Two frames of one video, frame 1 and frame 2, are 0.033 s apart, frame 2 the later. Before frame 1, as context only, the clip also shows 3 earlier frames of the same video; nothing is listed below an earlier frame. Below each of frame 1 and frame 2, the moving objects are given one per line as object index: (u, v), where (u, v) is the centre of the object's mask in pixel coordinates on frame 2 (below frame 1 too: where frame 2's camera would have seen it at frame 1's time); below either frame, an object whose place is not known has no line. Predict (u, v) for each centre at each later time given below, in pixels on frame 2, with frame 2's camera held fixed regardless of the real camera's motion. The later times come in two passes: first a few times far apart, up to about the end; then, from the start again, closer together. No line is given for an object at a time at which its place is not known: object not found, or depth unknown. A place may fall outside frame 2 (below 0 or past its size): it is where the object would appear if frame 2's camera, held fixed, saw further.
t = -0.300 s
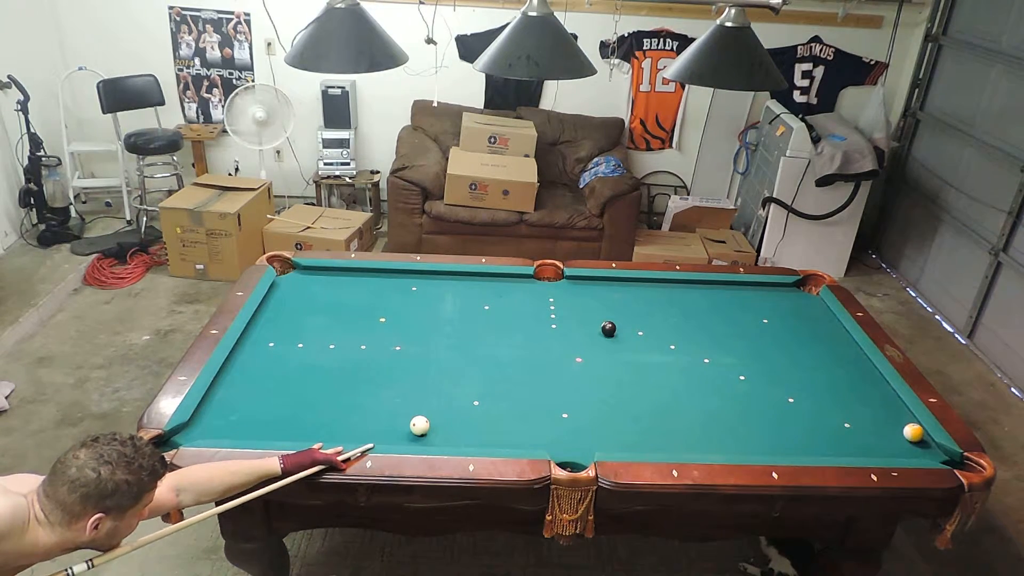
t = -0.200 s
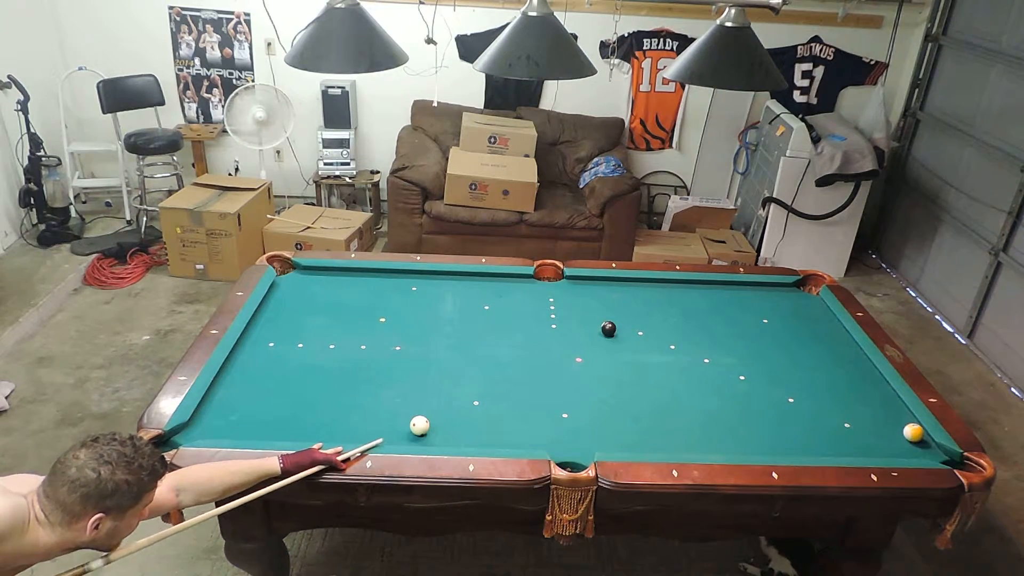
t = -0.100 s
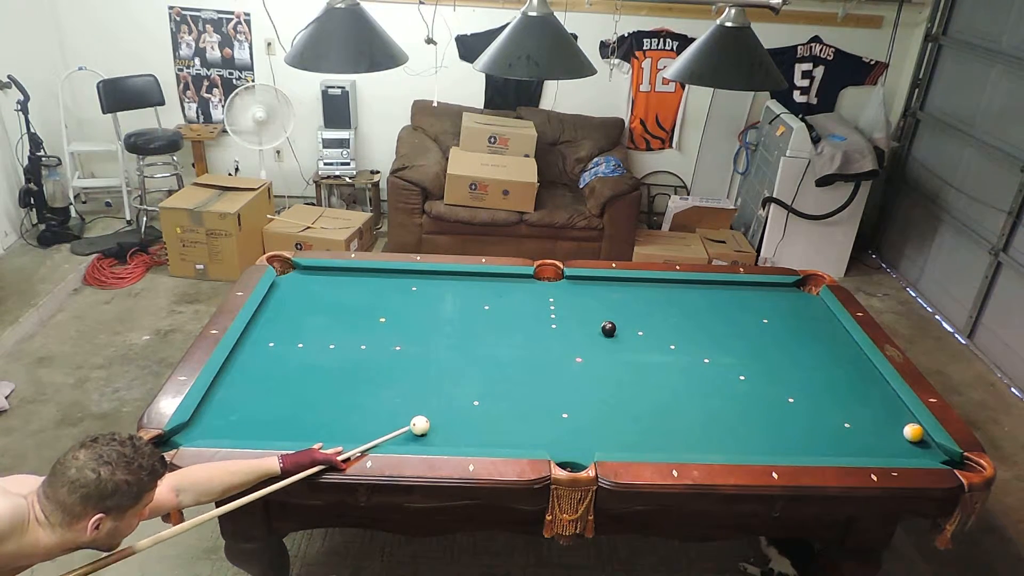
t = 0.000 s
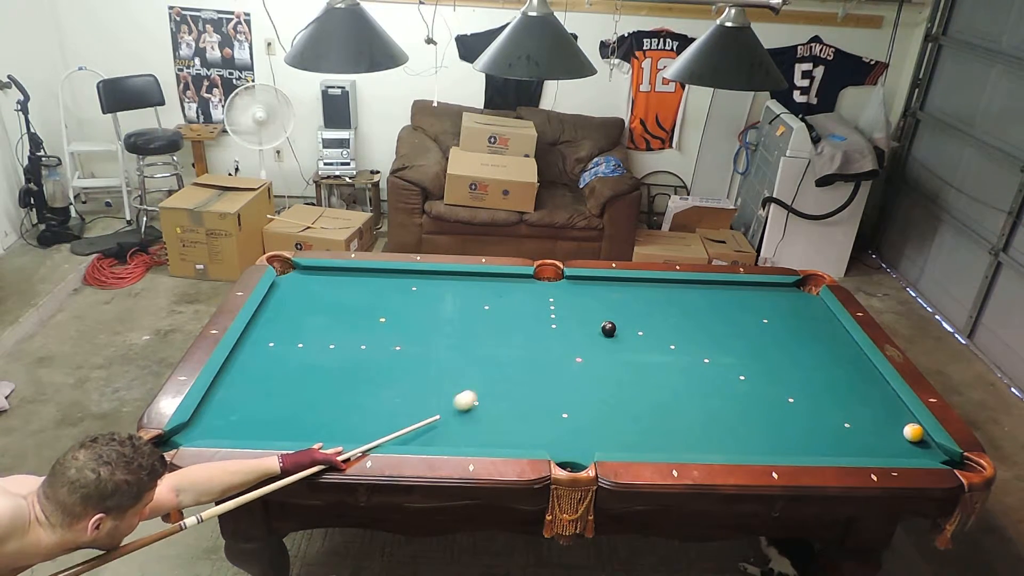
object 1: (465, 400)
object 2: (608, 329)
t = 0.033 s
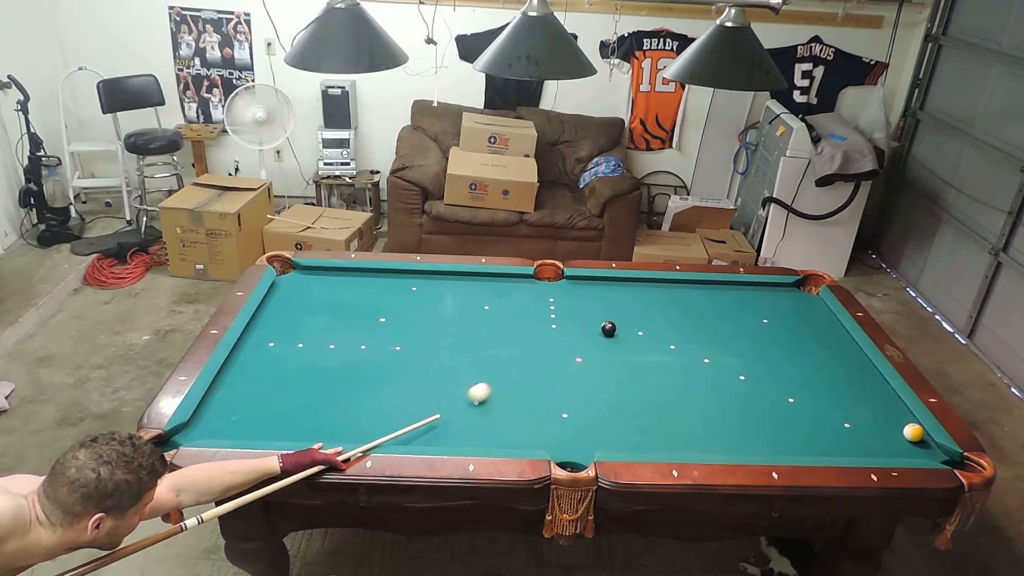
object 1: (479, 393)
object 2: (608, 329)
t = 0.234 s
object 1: (552, 354)
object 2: (608, 329)
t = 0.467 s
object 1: (589, 321)
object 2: (636, 324)
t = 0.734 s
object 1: (588, 295)
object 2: (691, 316)
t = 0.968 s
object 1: (589, 283)
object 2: (734, 308)
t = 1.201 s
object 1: (593, 296)
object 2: (774, 301)
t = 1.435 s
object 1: (597, 309)
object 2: (810, 295)
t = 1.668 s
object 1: (600, 321)
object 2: (796, 288)
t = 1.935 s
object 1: (603, 336)
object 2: (798, 297)
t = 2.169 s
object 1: (606, 348)
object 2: (799, 304)
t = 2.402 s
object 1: (609, 360)
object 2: (800, 310)
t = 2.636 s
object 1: (612, 371)
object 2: (801, 316)
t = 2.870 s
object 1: (615, 382)
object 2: (802, 321)
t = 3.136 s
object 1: (619, 394)
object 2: (803, 326)
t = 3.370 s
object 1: (622, 403)
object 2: (803, 329)
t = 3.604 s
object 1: (625, 412)
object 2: (803, 332)
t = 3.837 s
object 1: (627, 419)
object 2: (803, 334)
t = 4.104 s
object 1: (630, 426)
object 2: (803, 336)
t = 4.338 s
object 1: (631, 431)
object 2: (803, 336)
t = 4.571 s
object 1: (632, 435)
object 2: (804, 336)
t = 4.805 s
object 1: (634, 437)
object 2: (804, 336)
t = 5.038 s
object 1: (635, 438)
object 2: (804, 336)
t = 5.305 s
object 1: (635, 438)
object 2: (804, 336)
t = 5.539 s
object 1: (635, 438)
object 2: (804, 336)
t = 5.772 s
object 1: (635, 438)
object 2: (804, 336)
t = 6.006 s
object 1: (635, 438)
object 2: (804, 336)
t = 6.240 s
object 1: (635, 438)
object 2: (804, 336)
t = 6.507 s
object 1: (635, 438)
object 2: (804, 336)
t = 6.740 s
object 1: (635, 438)
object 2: (804, 336)
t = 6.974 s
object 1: (635, 438)
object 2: (804, 336)
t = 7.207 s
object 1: (635, 438)
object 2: (804, 336)
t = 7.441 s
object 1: (635, 438)
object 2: (803, 336)
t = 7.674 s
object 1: (635, 438)
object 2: (804, 336)
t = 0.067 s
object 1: (492, 386)
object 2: (608, 329)
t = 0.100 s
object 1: (505, 379)
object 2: (608, 329)
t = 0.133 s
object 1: (517, 373)
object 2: (608, 329)
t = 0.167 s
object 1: (529, 366)
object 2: (608, 329)
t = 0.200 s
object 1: (540, 360)
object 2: (608, 329)
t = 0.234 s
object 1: (552, 354)
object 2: (608, 329)
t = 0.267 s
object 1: (562, 348)
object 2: (608, 329)
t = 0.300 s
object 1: (573, 342)
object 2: (608, 329)
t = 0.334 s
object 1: (583, 337)
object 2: (608, 329)
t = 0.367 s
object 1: (592, 331)
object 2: (609, 329)
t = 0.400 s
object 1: (592, 328)
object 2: (617, 328)
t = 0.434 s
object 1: (590, 325)
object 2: (627, 326)
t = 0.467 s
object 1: (589, 321)
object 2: (636, 324)
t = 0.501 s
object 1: (588, 318)
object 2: (644, 324)
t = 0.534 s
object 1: (587, 314)
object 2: (651, 323)
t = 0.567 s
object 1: (588, 311)
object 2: (658, 321)
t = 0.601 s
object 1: (588, 308)
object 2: (665, 320)
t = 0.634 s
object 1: (588, 304)
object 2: (671, 319)
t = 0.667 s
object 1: (588, 301)
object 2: (678, 318)
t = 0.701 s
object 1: (588, 298)
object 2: (684, 317)
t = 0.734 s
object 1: (588, 295)
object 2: (691, 316)
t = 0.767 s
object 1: (588, 292)
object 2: (697, 315)
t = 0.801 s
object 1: (588, 289)
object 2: (704, 313)
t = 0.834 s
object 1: (588, 286)
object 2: (710, 312)
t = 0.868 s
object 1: (588, 283)
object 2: (716, 311)
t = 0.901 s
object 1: (589, 280)
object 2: (722, 310)
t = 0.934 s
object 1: (589, 281)
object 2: (728, 309)
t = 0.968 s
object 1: (589, 283)
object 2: (734, 308)
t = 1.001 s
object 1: (590, 285)
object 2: (740, 307)
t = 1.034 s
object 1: (591, 286)
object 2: (746, 306)
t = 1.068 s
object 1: (591, 288)
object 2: (751, 305)
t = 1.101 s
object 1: (592, 290)
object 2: (757, 304)
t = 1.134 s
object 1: (592, 292)
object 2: (763, 303)
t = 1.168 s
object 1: (593, 294)
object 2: (768, 302)
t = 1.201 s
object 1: (593, 296)
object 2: (774, 301)
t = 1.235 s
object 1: (594, 298)
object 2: (779, 300)
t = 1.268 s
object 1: (594, 300)
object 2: (784, 299)
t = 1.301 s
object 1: (595, 301)
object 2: (789, 298)
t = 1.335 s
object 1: (595, 303)
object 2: (795, 297)
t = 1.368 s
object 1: (596, 305)
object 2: (800, 297)
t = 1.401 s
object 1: (596, 307)
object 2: (805, 296)
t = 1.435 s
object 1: (597, 309)
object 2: (810, 295)
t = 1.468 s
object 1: (597, 310)
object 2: (812, 293)
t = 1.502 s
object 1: (598, 312)
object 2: (808, 292)
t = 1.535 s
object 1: (598, 314)
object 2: (804, 290)
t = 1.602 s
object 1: (599, 318)
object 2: (797, 287)
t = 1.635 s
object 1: (599, 319)
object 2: (796, 288)
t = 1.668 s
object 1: (600, 321)
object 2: (796, 288)
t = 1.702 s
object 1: (600, 323)
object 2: (797, 288)
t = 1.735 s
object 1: (601, 325)
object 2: (797, 290)
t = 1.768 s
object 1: (601, 327)
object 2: (797, 291)
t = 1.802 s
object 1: (601, 328)
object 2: (797, 293)
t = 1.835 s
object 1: (602, 330)
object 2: (798, 294)
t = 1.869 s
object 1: (602, 332)
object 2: (798, 295)
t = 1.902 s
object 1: (603, 334)
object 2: (798, 295)
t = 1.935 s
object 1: (603, 336)
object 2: (798, 297)
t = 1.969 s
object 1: (603, 337)
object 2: (798, 298)
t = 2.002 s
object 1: (604, 339)
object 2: (798, 299)
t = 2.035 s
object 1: (604, 341)
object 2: (799, 300)
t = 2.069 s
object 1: (605, 343)
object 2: (799, 301)
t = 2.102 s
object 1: (605, 344)
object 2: (799, 302)
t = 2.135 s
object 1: (605, 346)
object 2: (799, 303)
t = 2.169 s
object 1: (606, 348)
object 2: (799, 304)
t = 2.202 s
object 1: (606, 350)
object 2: (800, 305)
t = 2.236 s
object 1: (607, 351)
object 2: (800, 306)
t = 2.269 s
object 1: (607, 353)
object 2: (800, 306)
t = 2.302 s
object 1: (608, 355)
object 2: (800, 307)
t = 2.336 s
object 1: (608, 356)
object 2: (800, 308)
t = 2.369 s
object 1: (609, 358)
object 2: (800, 309)
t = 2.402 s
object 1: (609, 360)
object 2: (800, 310)
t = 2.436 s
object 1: (610, 361)
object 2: (800, 311)
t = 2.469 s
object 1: (610, 363)
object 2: (800, 312)
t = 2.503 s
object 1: (610, 365)
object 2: (801, 313)
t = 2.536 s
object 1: (611, 366)
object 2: (801, 313)
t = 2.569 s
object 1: (611, 368)
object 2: (801, 314)
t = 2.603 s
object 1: (612, 370)
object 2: (801, 315)
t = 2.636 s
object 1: (612, 371)
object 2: (801, 316)
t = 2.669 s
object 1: (613, 373)
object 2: (801, 317)
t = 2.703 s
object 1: (613, 374)
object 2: (801, 317)
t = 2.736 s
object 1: (614, 376)
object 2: (802, 318)
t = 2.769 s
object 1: (614, 378)
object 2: (802, 319)
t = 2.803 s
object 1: (614, 379)
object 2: (802, 319)
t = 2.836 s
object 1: (615, 380)
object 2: (802, 320)
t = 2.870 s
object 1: (615, 382)
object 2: (802, 321)
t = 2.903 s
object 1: (616, 384)
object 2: (802, 321)
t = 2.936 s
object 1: (616, 385)
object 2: (802, 322)
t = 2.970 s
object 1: (617, 387)
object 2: (802, 323)
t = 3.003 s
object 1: (617, 388)
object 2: (803, 324)
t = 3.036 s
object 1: (618, 389)
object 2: (803, 324)
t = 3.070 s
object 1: (619, 391)
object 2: (803, 325)
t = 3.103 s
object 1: (619, 392)
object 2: (803, 325)
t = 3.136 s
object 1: (619, 394)
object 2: (803, 326)
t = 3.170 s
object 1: (620, 395)
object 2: (803, 326)
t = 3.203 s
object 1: (620, 396)
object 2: (803, 327)
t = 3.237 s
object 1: (621, 398)
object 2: (803, 327)
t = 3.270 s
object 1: (621, 399)
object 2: (803, 328)
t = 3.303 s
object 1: (622, 400)
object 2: (803, 328)
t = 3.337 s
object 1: (622, 402)
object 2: (803, 329)
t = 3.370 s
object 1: (622, 403)
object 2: (803, 329)
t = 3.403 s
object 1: (623, 404)
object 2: (803, 330)
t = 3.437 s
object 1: (623, 405)
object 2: (803, 330)
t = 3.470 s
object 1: (624, 407)
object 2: (803, 330)
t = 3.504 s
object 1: (624, 408)
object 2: (803, 331)
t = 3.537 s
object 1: (624, 409)
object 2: (803, 331)
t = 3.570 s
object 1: (625, 410)
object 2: (803, 331)
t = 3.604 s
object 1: (625, 412)
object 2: (803, 332)
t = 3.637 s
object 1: (625, 413)
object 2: (803, 332)
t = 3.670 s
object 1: (626, 414)
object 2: (803, 333)
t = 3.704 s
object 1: (626, 415)
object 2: (803, 333)
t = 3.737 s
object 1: (626, 416)
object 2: (803, 333)
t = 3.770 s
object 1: (627, 417)
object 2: (803, 334)
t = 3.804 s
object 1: (627, 418)
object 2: (803, 334)
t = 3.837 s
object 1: (627, 419)
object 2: (803, 334)
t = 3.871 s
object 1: (628, 420)
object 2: (803, 335)
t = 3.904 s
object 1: (628, 421)
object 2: (803, 335)
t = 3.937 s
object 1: (628, 422)
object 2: (803, 335)
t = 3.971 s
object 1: (629, 423)
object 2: (803, 335)
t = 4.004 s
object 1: (629, 424)
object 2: (803, 336)
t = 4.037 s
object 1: (629, 424)
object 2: (803, 336)
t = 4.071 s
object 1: (630, 425)
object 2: (803, 336)
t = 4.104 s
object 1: (630, 426)
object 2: (803, 336)
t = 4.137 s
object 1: (630, 427)
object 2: (803, 336)
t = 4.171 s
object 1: (630, 428)
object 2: (803, 336)
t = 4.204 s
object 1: (630, 428)
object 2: (803, 336)
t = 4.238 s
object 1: (630, 429)
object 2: (803, 336)
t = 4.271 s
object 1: (630, 430)
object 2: (803, 336)
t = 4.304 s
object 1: (631, 430)
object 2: (803, 336)
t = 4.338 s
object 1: (631, 431)
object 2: (803, 336)
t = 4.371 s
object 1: (631, 432)
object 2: (804, 336)
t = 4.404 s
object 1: (631, 432)
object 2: (804, 336)
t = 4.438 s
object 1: (631, 433)
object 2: (804, 336)
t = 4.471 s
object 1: (632, 433)
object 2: (804, 336)
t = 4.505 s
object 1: (632, 434)
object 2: (804, 336)
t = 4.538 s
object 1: (632, 434)
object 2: (804, 336)
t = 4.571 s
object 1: (632, 435)
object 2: (804, 336)
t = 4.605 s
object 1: (633, 435)
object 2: (804, 336)
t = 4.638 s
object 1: (633, 435)
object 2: (804, 336)
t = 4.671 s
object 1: (633, 436)
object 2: (804, 336)
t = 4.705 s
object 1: (633, 436)
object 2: (804, 336)
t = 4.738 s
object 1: (634, 436)
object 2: (804, 336)
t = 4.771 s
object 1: (634, 437)
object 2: (804, 336)
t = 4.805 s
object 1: (634, 437)
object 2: (804, 336)
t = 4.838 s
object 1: (634, 437)
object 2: (804, 336)
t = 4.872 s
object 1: (634, 437)
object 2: (804, 336)
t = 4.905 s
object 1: (634, 438)
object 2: (804, 336)
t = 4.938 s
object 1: (634, 438)
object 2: (804, 336)
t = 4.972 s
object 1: (635, 438)
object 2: (804, 336)
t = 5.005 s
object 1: (635, 438)
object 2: (804, 336)
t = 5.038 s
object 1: (635, 438)
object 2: (804, 336)
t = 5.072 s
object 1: (635, 438)
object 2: (804, 336)
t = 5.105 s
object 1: (635, 438)
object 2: (804, 336)
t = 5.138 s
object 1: (635, 438)
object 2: (804, 336)
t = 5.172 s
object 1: (635, 438)
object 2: (804, 336)
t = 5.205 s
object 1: (635, 438)
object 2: (804, 336)
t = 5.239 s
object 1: (635, 438)
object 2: (804, 336)
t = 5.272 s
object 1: (635, 438)
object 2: (804, 336)
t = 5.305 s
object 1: (635, 438)
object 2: (804, 336)
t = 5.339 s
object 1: (635, 438)
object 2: (804, 336)
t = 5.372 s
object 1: (635, 438)
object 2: (804, 336)
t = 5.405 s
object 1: (635, 438)
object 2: (804, 336)
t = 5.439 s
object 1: (635, 438)
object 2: (804, 336)
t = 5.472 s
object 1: (635, 438)
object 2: (804, 336)
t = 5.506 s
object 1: (635, 438)
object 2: (804, 336)
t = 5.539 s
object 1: (635, 438)
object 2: (804, 336)
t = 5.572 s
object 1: (635, 438)
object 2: (804, 336)
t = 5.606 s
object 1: (635, 438)
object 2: (804, 336)
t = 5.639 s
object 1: (635, 438)
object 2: (804, 336)
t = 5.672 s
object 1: (635, 438)
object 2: (804, 336)
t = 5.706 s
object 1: (635, 438)
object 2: (804, 336)
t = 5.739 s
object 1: (635, 438)
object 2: (804, 336)
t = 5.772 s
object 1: (635, 438)
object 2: (804, 336)
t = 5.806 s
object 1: (635, 438)
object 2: (804, 336)
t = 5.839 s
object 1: (635, 438)
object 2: (804, 336)
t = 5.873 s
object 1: (635, 438)
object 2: (804, 336)
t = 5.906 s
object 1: (635, 438)
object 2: (804, 336)
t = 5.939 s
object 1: (635, 438)
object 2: (804, 336)
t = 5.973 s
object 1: (635, 438)
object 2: (804, 336)
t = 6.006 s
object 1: (635, 438)
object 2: (804, 336)
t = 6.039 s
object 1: (635, 438)
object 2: (804, 336)
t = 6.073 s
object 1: (635, 438)
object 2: (804, 336)
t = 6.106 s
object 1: (635, 438)
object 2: (804, 336)
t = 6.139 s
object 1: (635, 438)
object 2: (804, 336)
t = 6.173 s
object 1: (635, 438)
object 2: (804, 336)
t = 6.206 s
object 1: (635, 438)
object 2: (804, 336)
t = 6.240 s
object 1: (635, 438)
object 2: (804, 336)
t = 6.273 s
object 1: (635, 438)
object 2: (804, 336)
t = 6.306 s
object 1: (635, 438)
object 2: (804, 336)
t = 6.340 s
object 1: (635, 438)
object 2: (804, 336)
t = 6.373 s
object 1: (635, 438)
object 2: (804, 336)
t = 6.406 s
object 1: (635, 438)
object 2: (804, 336)
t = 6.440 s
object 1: (635, 438)
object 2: (804, 336)
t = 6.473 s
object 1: (635, 438)
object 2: (804, 336)
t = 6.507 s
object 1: (635, 438)
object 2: (804, 336)
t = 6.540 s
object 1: (635, 438)
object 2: (804, 336)
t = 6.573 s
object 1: (635, 438)
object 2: (804, 336)
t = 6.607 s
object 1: (635, 438)
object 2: (804, 336)
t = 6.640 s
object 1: (635, 438)
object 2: (804, 336)
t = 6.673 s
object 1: (635, 438)
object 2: (804, 336)
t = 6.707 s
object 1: (635, 438)
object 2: (804, 336)
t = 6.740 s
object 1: (635, 438)
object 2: (804, 336)
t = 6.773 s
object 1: (635, 438)
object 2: (804, 336)
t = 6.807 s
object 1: (635, 438)
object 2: (804, 336)
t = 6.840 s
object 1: (635, 438)
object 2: (804, 336)
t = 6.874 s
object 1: (635, 438)
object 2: (804, 336)
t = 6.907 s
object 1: (635, 438)
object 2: (804, 336)
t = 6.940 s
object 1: (635, 438)
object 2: (804, 336)
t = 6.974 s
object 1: (635, 438)
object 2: (804, 336)
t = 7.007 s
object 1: (635, 438)
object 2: (804, 336)
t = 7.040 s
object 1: (635, 438)
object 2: (804, 336)
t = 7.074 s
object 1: (635, 438)
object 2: (804, 336)
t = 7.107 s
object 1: (635, 438)
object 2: (804, 336)
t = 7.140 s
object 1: (635, 438)
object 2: (804, 336)
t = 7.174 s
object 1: (635, 438)
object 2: (804, 336)
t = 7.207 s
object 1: (635, 438)
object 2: (804, 336)
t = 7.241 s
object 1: (635, 438)
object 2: (804, 336)
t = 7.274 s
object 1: (635, 438)
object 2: (804, 336)
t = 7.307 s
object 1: (635, 438)
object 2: (804, 336)
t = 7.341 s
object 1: (635, 438)
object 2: (803, 336)
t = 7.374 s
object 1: (635, 438)
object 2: (803, 336)
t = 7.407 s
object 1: (635, 438)
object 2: (804, 336)
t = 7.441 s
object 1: (635, 438)
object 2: (803, 336)
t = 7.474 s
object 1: (635, 438)
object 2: (804, 336)
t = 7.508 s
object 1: (635, 438)
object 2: (804, 336)
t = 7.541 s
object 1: (635, 438)
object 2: (804, 336)
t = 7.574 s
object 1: (635, 438)
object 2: (804, 336)
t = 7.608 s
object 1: (635, 438)
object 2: (804, 336)
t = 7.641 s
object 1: (635, 438)
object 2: (804, 336)
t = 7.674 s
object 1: (635, 438)
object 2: (804, 336)
